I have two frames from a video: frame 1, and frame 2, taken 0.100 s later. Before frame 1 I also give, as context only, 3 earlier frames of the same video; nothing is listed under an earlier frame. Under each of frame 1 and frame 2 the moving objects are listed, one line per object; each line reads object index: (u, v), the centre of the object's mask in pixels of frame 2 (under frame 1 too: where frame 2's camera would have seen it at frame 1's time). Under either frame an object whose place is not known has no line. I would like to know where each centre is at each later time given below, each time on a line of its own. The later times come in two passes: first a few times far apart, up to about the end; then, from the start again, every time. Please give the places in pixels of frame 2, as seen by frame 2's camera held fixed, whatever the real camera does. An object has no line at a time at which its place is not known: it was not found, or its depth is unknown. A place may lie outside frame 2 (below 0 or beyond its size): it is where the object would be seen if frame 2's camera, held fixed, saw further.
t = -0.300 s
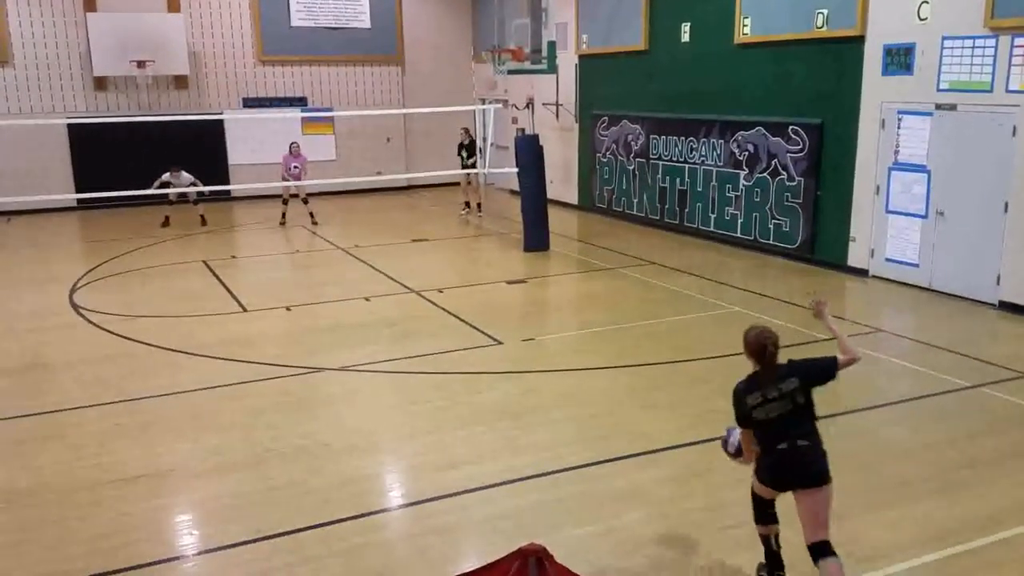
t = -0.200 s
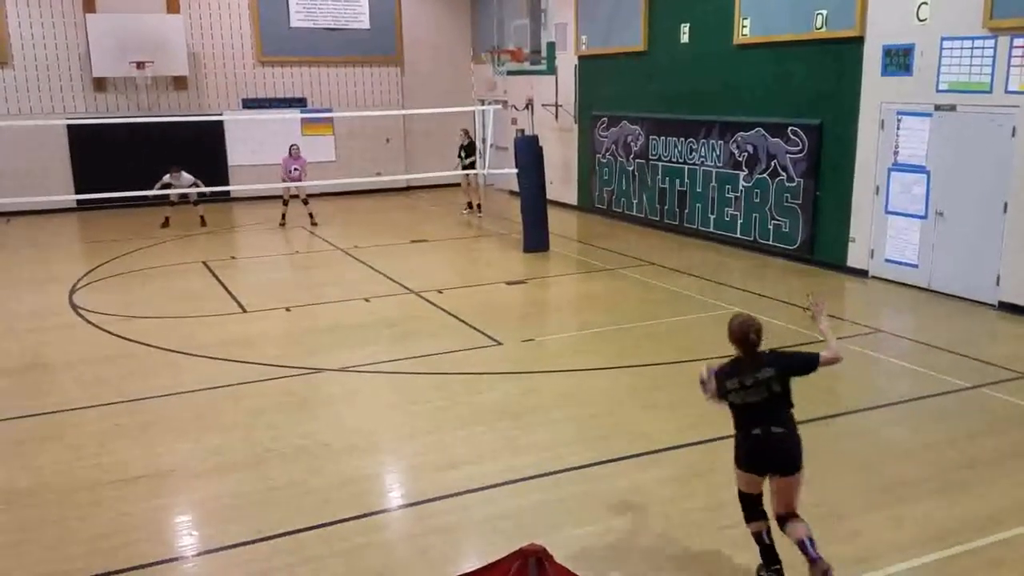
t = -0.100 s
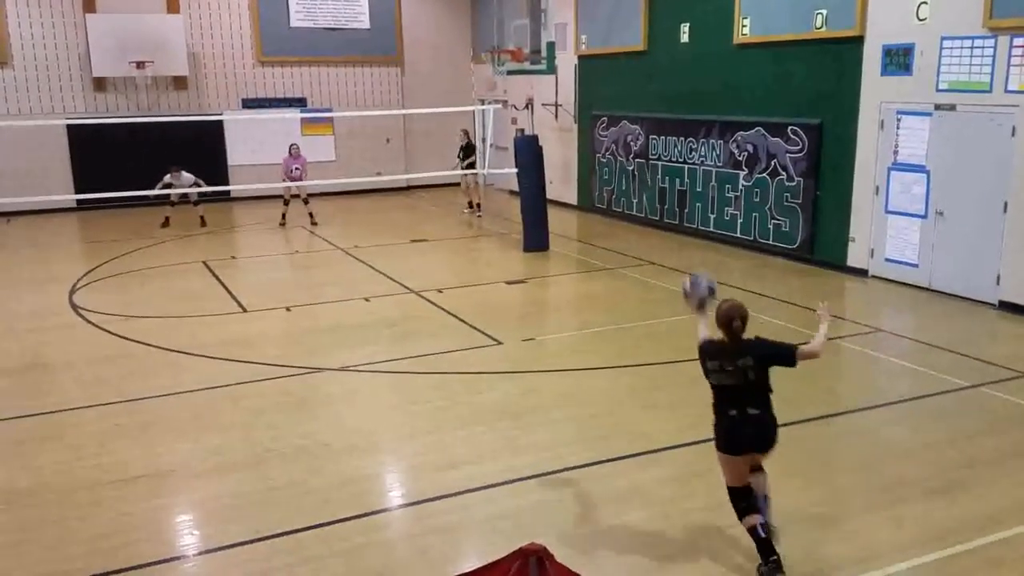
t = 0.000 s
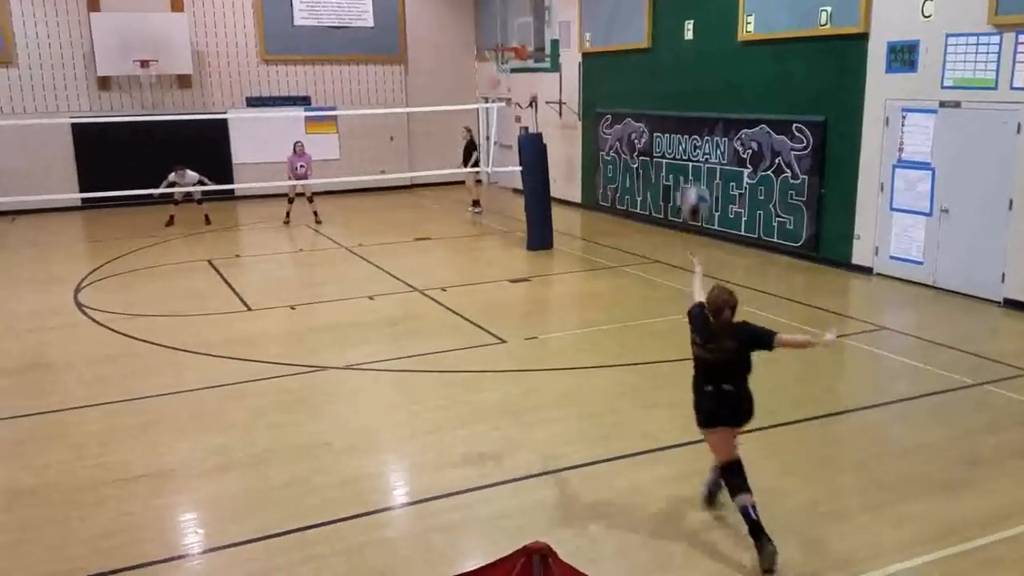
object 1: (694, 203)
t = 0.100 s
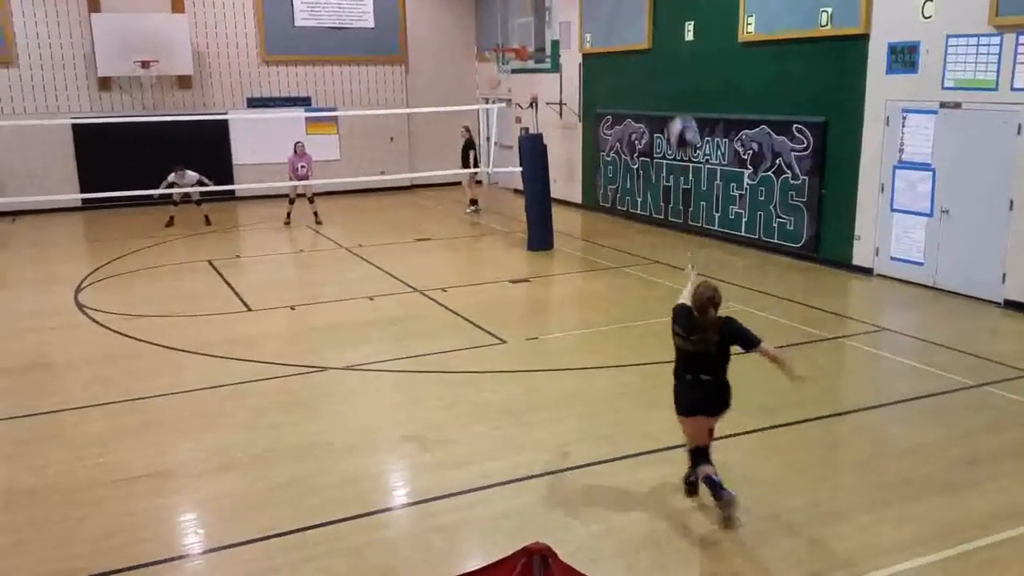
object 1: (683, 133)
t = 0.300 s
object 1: (659, 48)
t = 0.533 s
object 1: (631, 32)
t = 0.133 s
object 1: (678, 115)
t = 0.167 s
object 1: (674, 97)
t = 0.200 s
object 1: (670, 82)
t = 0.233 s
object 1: (666, 69)
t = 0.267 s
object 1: (662, 57)
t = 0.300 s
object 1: (659, 48)
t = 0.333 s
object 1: (654, 40)
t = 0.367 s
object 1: (649, 33)
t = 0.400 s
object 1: (646, 32)
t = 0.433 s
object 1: (643, 29)
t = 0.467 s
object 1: (639, 29)
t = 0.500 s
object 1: (635, 29)
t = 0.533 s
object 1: (631, 32)
